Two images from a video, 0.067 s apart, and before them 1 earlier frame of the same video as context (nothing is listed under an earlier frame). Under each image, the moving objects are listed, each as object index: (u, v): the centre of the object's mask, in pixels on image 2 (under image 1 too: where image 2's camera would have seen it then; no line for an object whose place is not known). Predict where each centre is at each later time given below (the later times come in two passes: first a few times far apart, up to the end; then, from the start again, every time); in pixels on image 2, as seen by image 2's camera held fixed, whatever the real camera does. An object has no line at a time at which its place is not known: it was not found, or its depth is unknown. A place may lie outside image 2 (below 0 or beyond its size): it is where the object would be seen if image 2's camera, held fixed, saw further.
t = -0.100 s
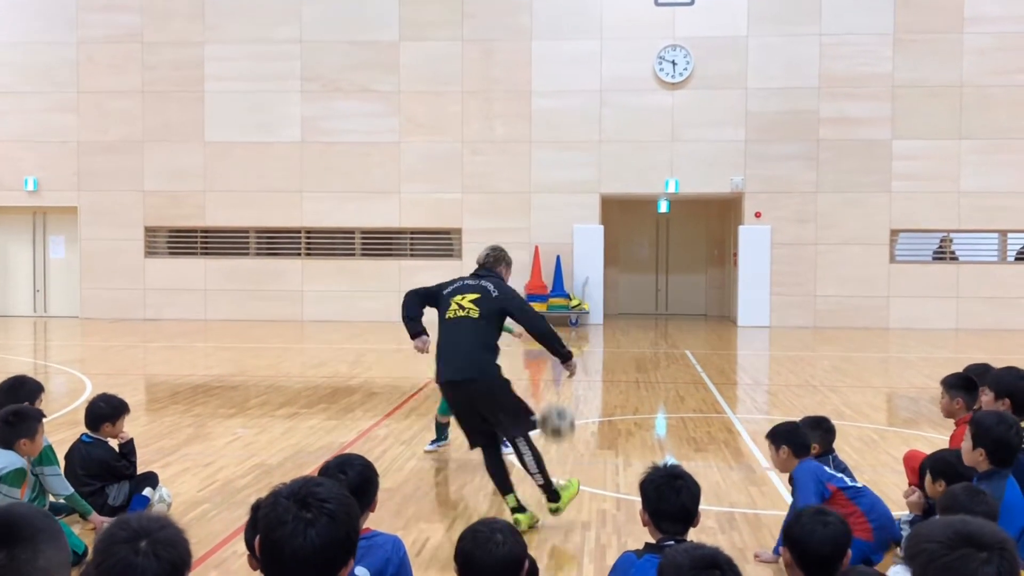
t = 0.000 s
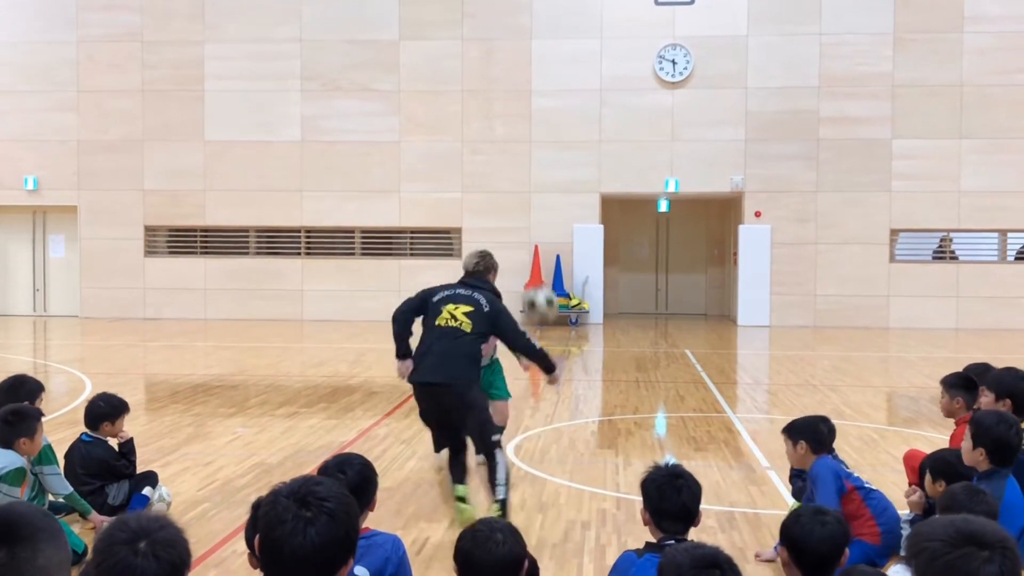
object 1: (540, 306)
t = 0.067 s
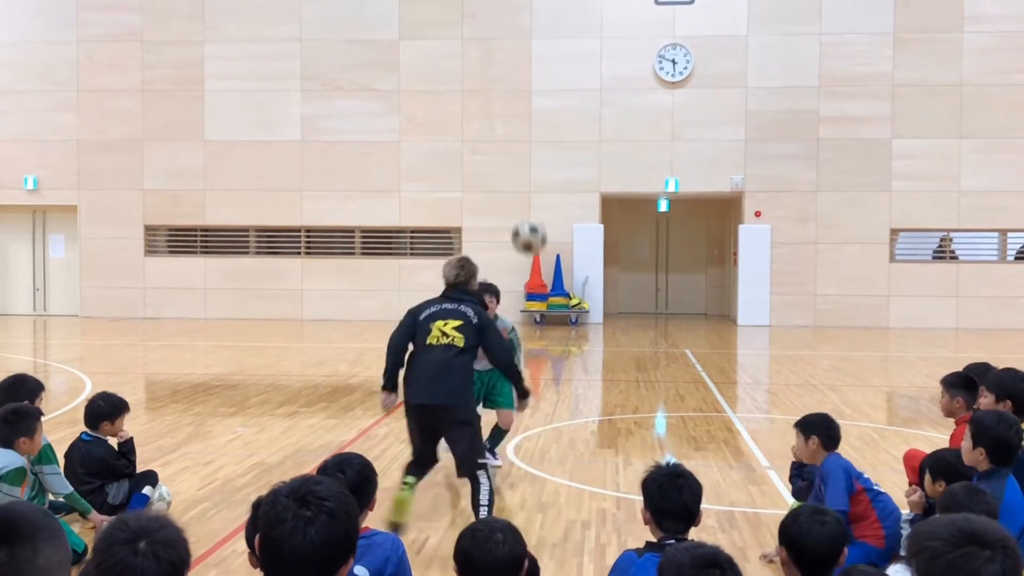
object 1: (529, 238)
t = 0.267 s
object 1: (497, 86)
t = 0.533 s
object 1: (456, 7)
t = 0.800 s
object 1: (419, 30)
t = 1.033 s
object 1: (390, 142)
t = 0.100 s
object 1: (523, 206)
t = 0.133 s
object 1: (518, 177)
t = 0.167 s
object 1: (512, 151)
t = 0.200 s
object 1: (508, 128)
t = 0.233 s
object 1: (502, 106)
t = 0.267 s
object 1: (497, 86)
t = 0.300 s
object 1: (491, 68)
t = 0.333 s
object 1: (486, 52)
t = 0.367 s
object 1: (481, 39)
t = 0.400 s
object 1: (476, 27)
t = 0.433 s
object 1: (471, 17)
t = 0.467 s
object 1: (466, 12)
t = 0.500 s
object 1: (461, 9)
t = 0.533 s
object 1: (456, 7)
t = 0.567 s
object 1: (451, 6)
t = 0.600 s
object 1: (447, 6)
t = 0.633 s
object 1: (442, 6)
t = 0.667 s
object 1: (437, 7)
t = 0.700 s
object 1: (432, 9)
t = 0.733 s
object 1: (428, 12)
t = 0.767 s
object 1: (423, 20)
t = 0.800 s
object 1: (419, 30)
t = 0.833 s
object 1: (414, 42)
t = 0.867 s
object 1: (410, 55)
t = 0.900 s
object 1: (406, 69)
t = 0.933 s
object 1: (401, 85)
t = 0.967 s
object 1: (398, 103)
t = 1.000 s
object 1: (394, 121)
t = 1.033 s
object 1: (390, 142)
